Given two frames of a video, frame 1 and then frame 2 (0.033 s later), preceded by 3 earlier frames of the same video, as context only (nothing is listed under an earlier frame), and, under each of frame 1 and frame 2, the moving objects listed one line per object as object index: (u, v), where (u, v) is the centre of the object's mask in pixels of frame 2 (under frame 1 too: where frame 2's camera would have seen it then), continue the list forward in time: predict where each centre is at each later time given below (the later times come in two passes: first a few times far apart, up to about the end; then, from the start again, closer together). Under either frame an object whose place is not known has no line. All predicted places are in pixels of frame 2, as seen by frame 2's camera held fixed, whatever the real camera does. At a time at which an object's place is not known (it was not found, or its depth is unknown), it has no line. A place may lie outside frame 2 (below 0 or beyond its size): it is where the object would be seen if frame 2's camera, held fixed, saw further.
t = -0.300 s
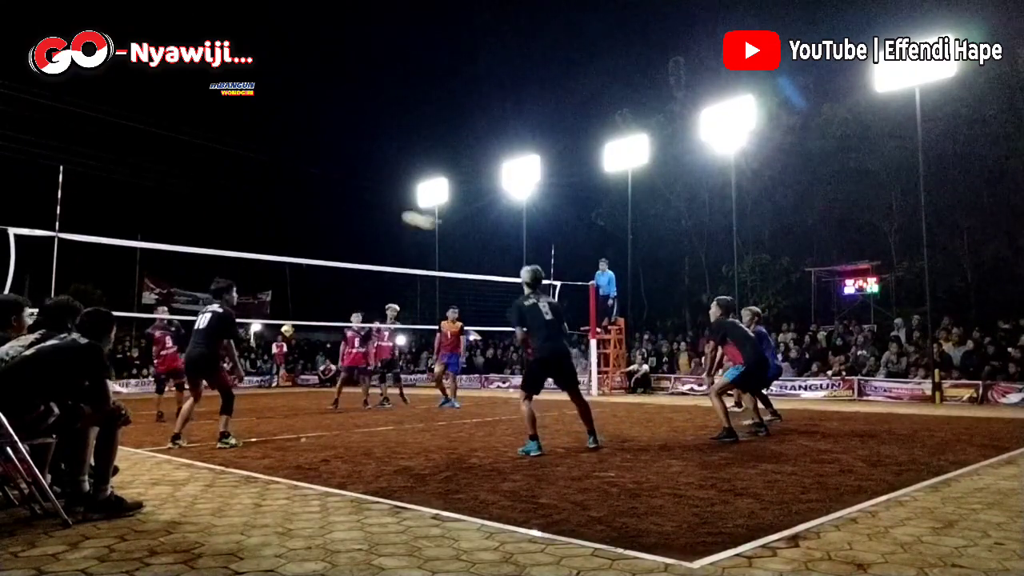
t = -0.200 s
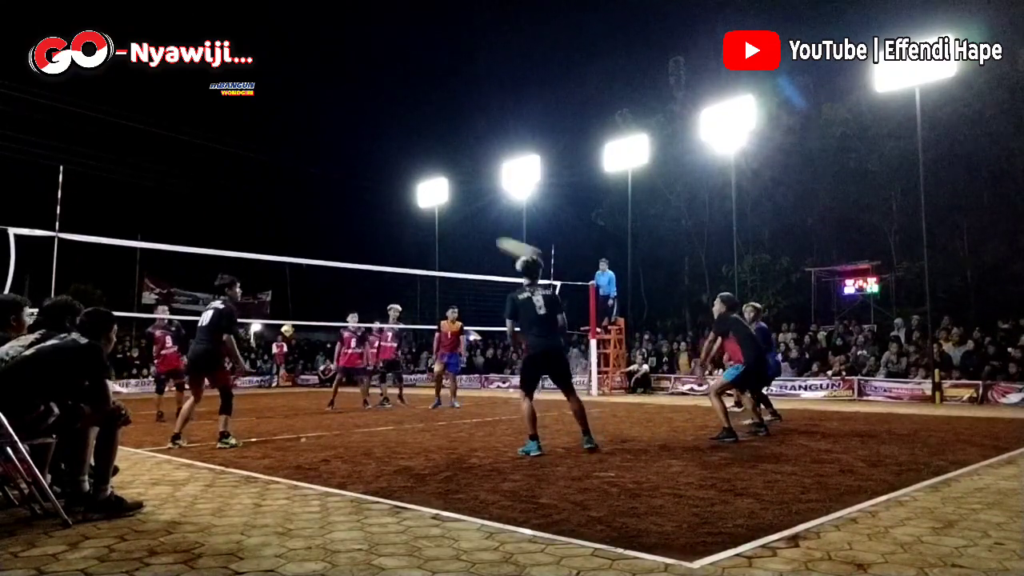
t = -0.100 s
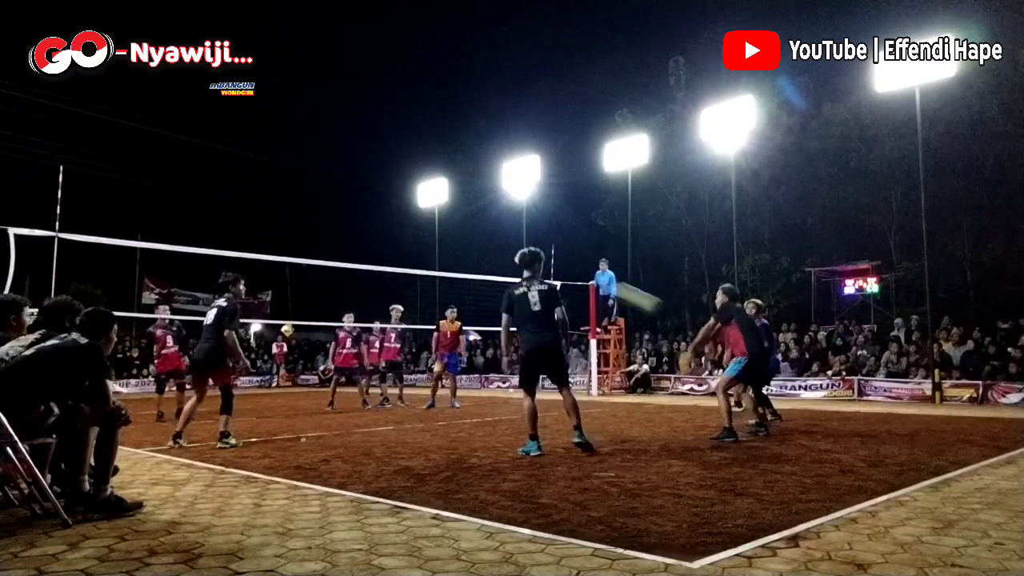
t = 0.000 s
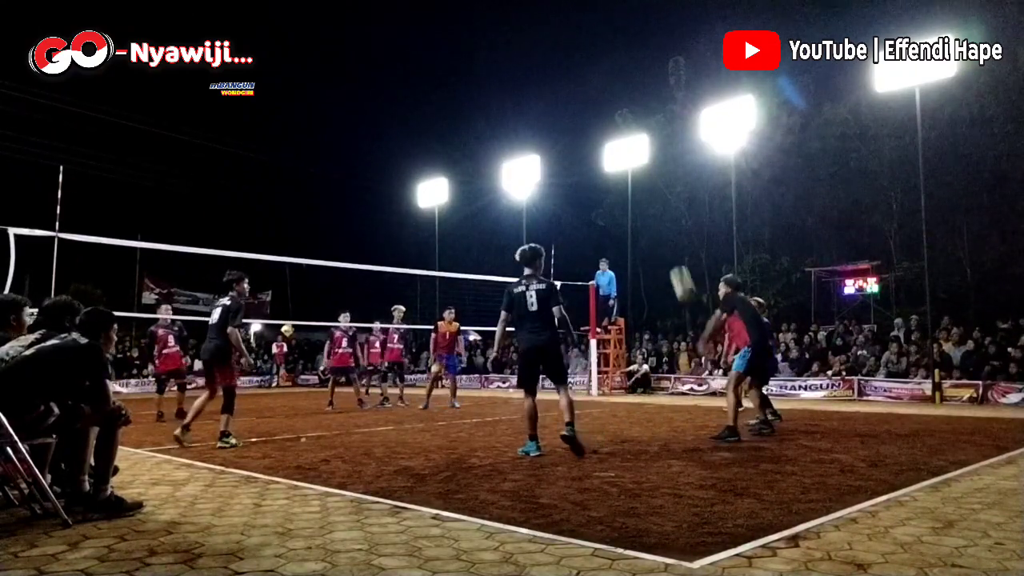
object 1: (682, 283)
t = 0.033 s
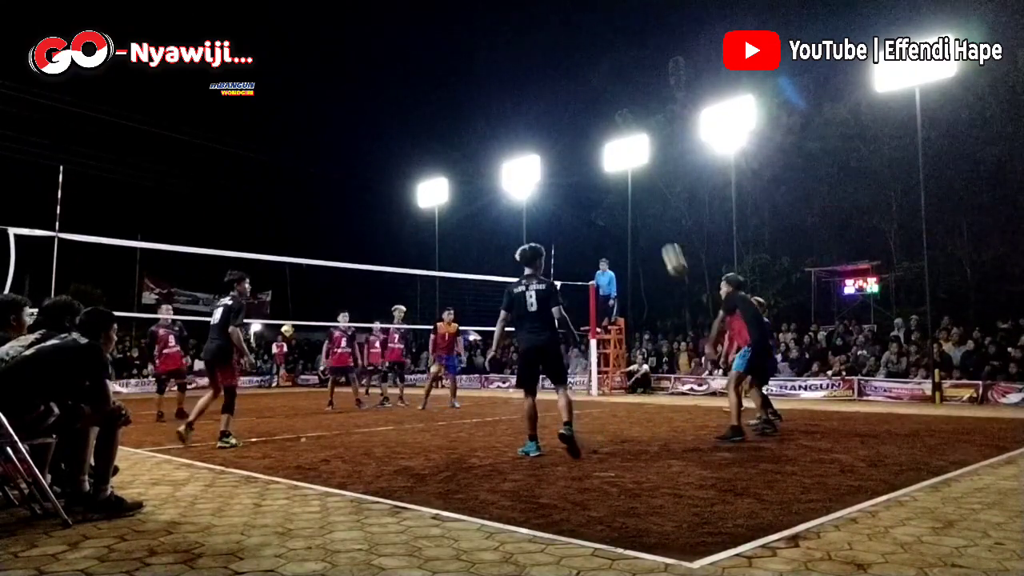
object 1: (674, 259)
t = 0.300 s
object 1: (620, 128)
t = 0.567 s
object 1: (585, 78)
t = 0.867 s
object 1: (556, 80)
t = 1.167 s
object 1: (534, 129)
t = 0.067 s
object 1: (666, 238)
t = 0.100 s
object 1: (658, 218)
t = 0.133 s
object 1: (651, 200)
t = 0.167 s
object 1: (644, 184)
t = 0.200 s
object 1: (637, 172)
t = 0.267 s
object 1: (625, 135)
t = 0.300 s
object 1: (620, 128)
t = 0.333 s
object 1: (615, 120)
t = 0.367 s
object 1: (610, 112)
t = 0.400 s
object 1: (605, 104)
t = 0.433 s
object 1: (601, 97)
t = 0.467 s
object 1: (597, 91)
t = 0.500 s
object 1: (592, 85)
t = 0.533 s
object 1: (588, 81)
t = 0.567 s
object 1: (585, 78)
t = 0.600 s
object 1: (581, 75)
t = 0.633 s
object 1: (577, 73)
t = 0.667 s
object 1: (574, 72)
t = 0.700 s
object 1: (571, 72)
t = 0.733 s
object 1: (568, 72)
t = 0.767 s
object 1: (565, 73)
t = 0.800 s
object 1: (562, 75)
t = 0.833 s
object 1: (559, 77)
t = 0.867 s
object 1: (556, 80)
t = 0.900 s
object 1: (553, 83)
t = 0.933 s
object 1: (551, 87)
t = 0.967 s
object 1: (548, 91)
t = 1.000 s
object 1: (546, 97)
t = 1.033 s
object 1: (543, 102)
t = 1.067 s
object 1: (541, 108)
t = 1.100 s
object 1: (539, 115)
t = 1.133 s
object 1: (537, 121)
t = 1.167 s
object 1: (534, 129)
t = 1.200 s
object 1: (532, 137)
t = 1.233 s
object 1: (530, 145)
